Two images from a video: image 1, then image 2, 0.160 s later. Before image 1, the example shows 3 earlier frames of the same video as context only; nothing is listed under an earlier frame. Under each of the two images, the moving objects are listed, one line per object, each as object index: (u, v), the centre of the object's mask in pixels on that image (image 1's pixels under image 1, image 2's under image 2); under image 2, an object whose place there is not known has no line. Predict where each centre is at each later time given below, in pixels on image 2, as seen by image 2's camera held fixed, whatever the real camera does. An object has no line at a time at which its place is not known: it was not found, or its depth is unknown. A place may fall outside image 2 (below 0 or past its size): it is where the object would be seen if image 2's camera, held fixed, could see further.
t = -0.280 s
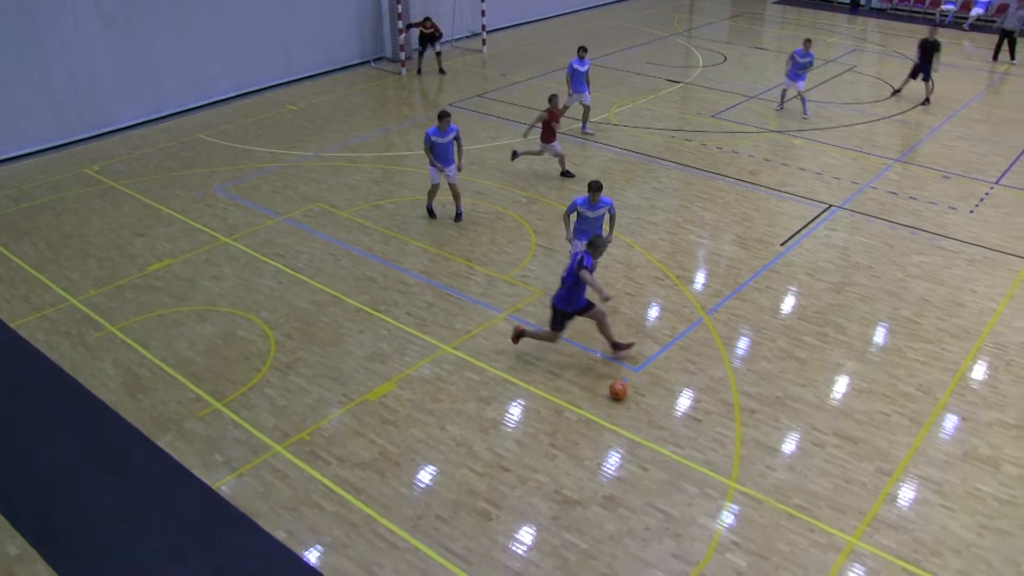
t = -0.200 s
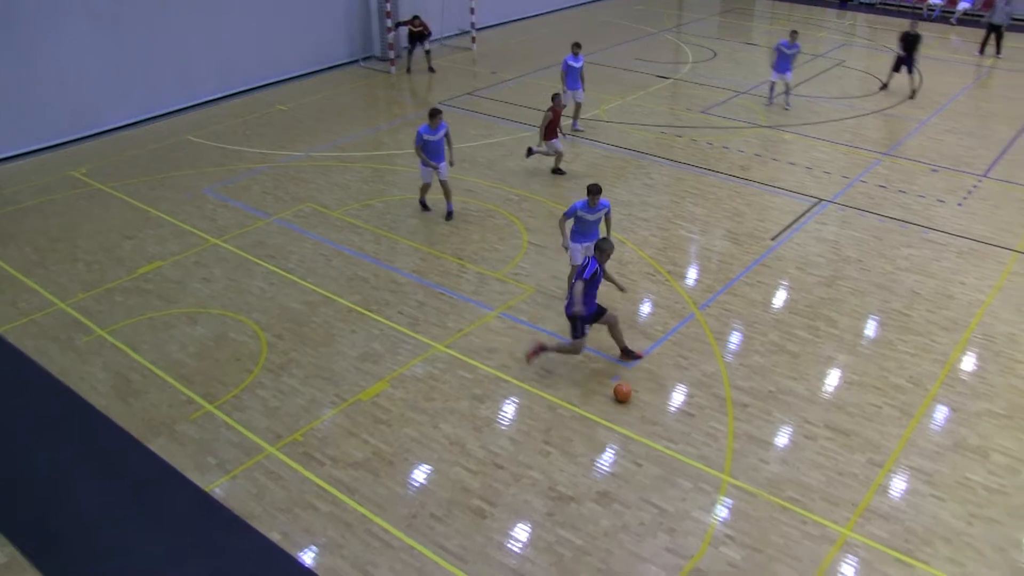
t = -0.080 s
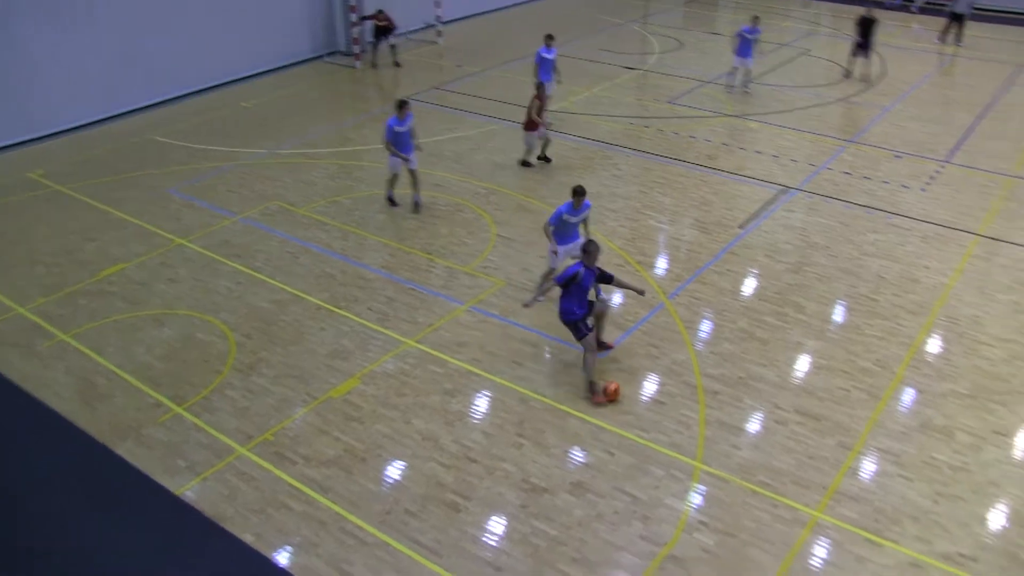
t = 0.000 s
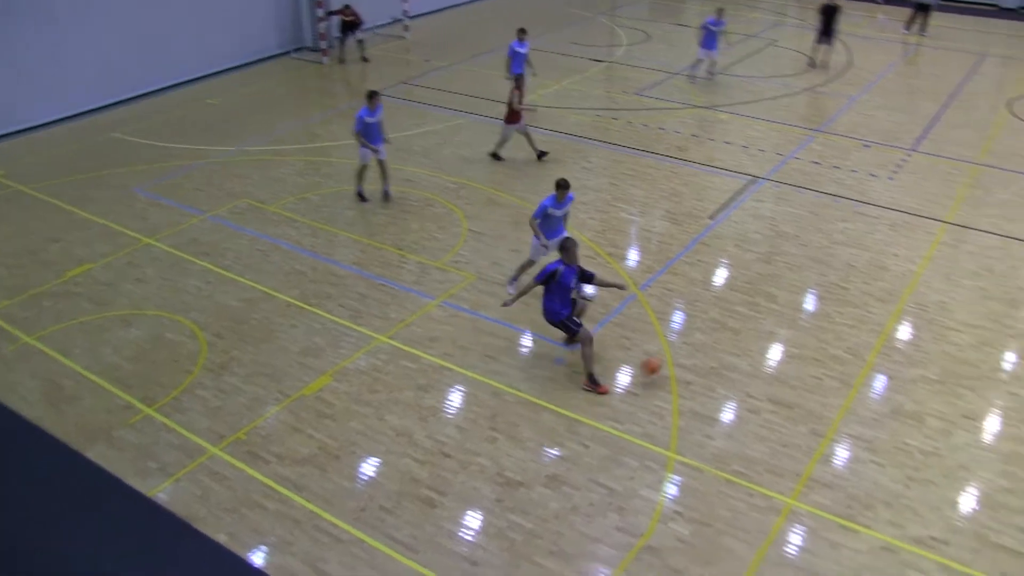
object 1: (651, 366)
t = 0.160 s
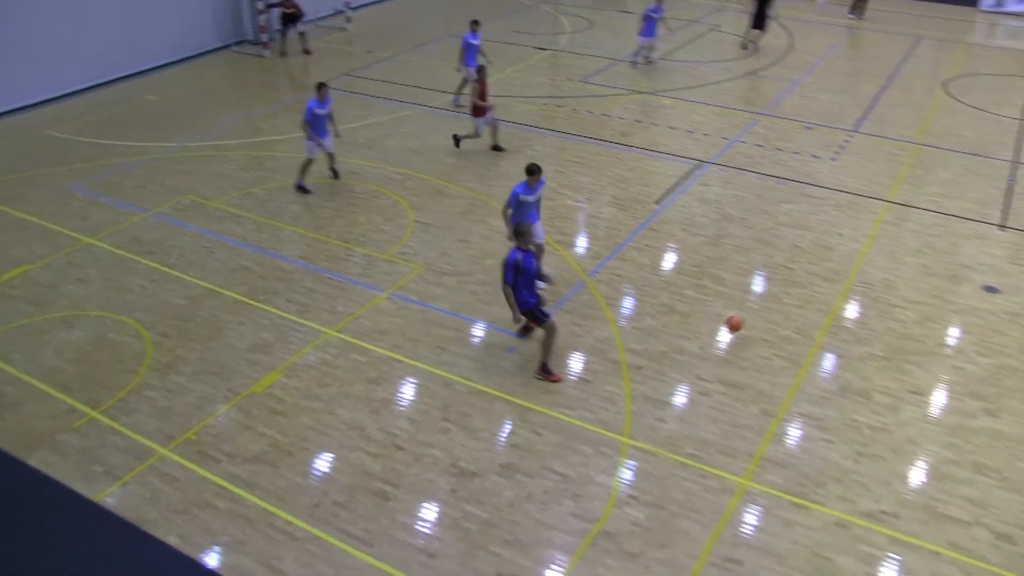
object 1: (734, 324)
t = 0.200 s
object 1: (763, 320)
